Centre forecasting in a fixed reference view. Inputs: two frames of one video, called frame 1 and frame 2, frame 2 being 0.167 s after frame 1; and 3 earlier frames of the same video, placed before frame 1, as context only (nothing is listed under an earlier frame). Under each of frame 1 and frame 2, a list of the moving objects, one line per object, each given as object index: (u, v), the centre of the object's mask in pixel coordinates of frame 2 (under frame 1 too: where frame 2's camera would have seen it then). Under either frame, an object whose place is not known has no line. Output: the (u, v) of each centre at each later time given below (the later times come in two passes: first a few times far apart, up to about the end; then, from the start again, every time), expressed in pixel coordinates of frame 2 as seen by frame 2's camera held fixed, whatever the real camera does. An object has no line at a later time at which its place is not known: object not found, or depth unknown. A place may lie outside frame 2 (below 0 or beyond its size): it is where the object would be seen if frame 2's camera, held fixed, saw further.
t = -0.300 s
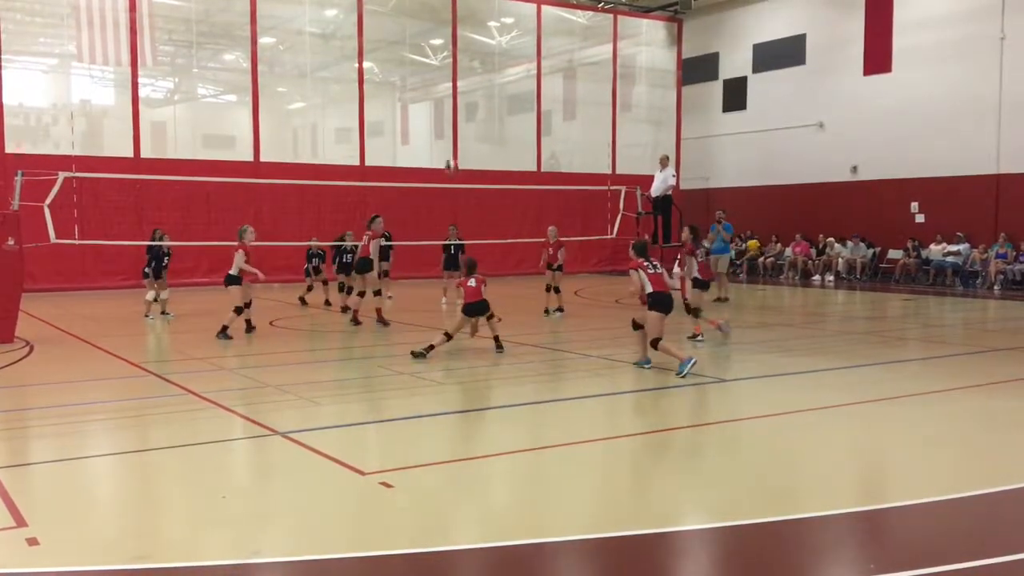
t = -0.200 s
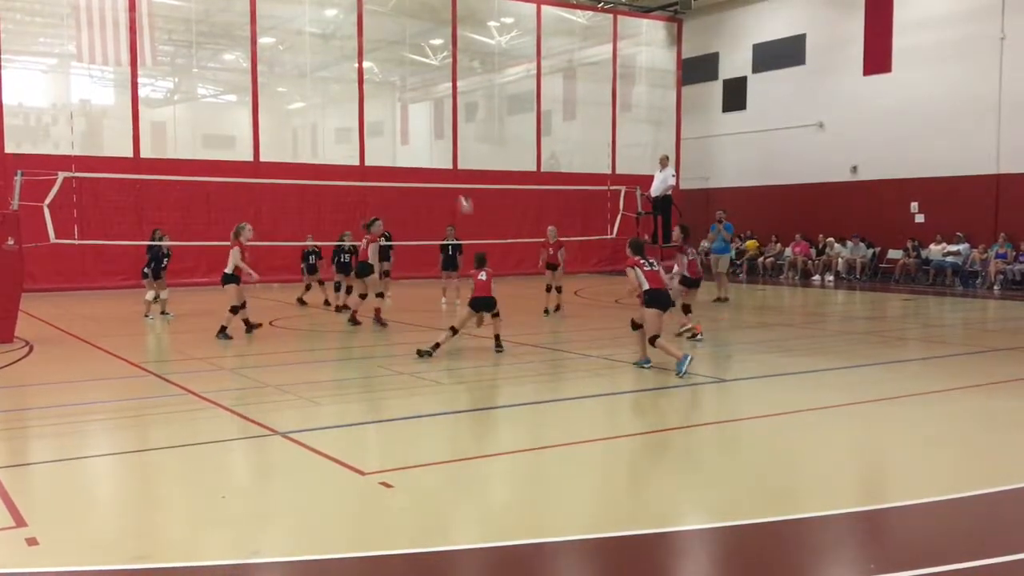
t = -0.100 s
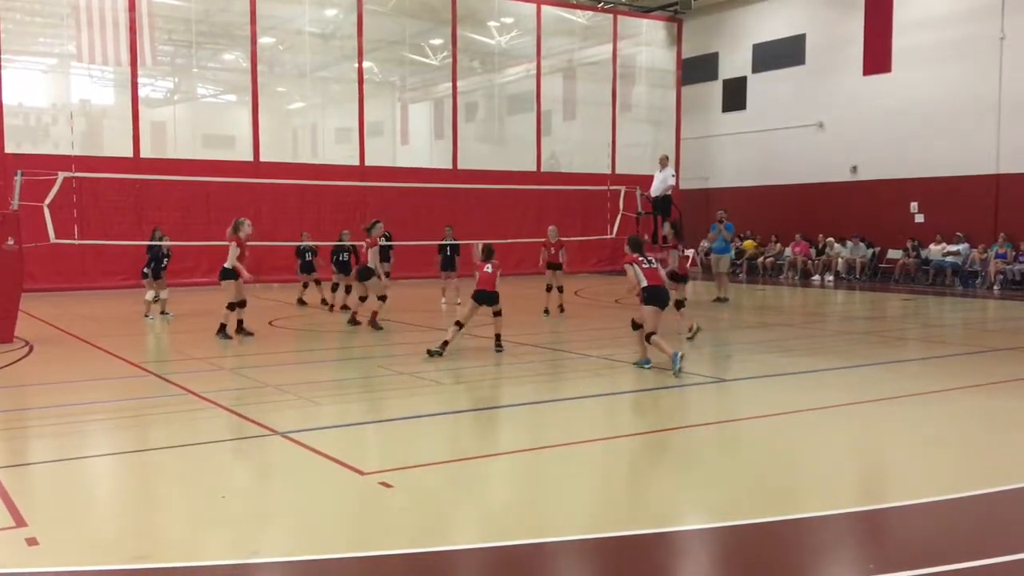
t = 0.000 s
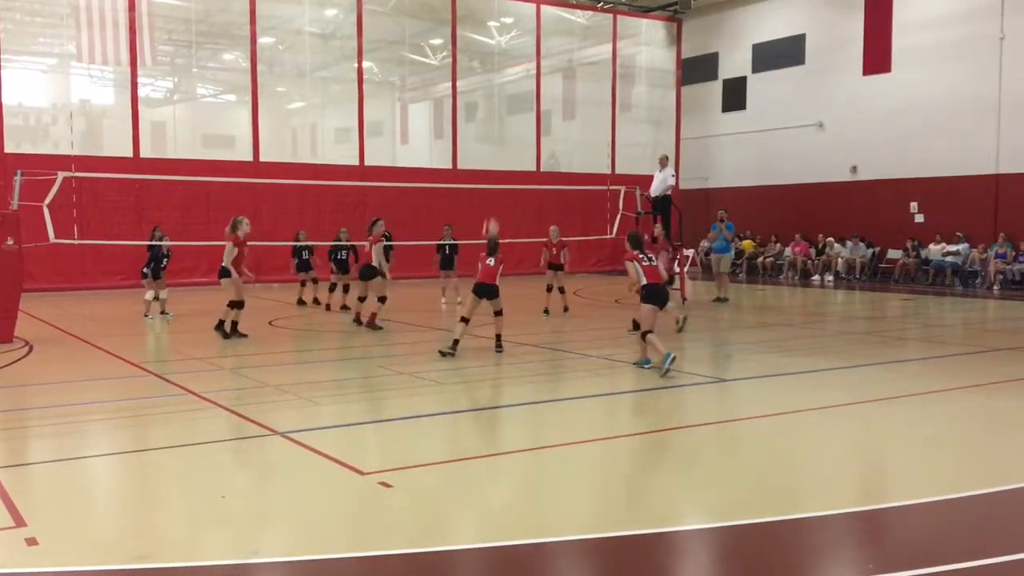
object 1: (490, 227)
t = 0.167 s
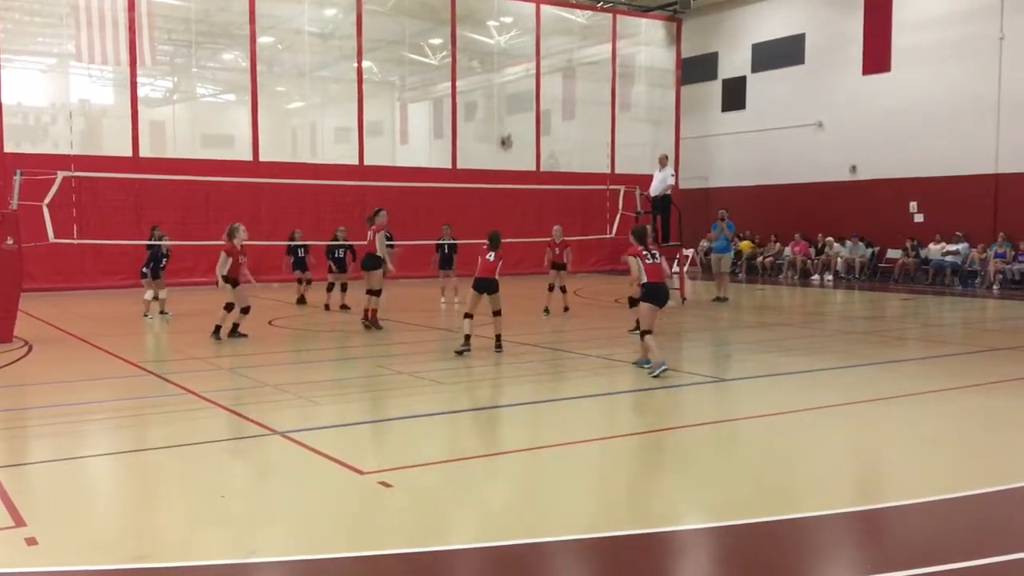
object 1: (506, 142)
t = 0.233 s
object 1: (511, 115)
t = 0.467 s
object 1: (528, 48)
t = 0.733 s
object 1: (547, 23)
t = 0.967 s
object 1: (563, 46)
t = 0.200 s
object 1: (509, 128)
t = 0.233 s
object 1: (511, 115)
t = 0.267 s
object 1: (514, 101)
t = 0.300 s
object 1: (516, 91)
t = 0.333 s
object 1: (518, 80)
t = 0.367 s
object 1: (521, 71)
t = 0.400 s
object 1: (524, 62)
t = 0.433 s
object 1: (526, 55)
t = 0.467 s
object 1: (528, 48)
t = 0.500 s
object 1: (530, 42)
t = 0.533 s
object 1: (533, 36)
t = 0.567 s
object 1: (535, 32)
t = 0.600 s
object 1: (538, 28)
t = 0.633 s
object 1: (540, 26)
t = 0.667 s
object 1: (542, 25)
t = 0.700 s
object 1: (545, 23)
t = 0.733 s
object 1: (547, 23)
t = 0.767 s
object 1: (550, 24)
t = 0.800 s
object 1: (552, 26)
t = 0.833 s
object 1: (554, 28)
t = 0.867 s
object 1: (556, 32)
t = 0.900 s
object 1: (558, 36)
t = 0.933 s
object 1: (560, 40)
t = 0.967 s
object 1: (563, 46)
